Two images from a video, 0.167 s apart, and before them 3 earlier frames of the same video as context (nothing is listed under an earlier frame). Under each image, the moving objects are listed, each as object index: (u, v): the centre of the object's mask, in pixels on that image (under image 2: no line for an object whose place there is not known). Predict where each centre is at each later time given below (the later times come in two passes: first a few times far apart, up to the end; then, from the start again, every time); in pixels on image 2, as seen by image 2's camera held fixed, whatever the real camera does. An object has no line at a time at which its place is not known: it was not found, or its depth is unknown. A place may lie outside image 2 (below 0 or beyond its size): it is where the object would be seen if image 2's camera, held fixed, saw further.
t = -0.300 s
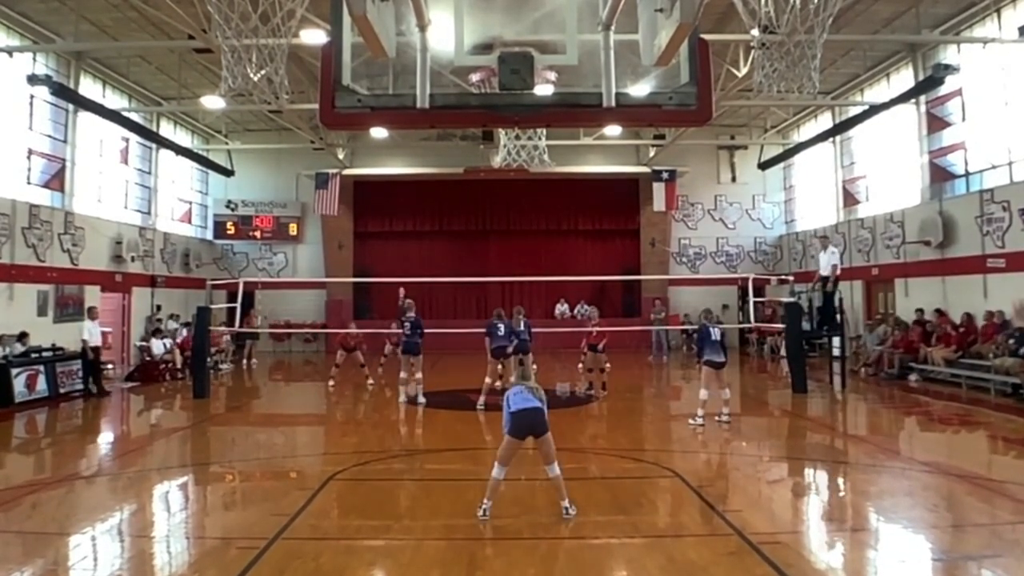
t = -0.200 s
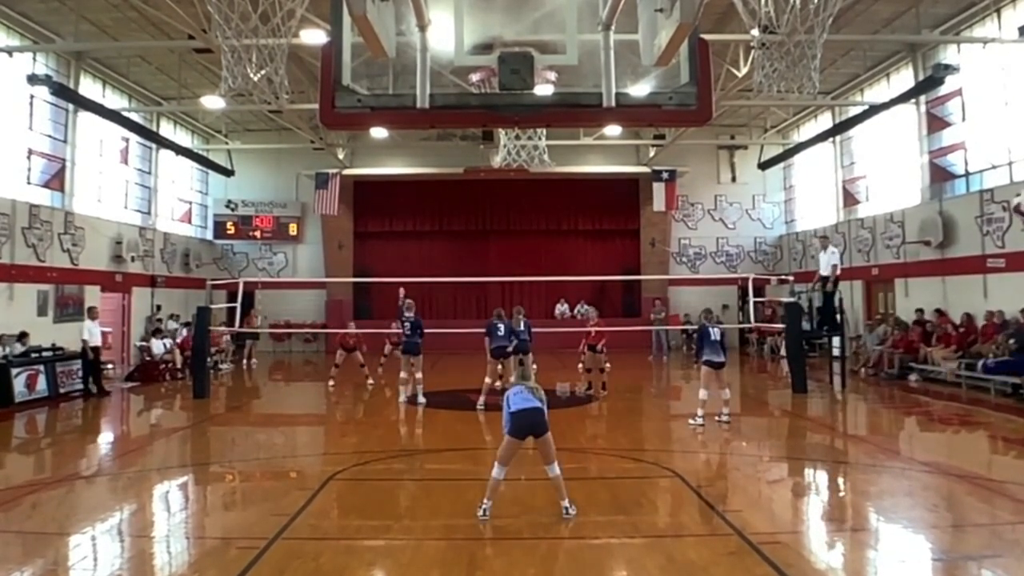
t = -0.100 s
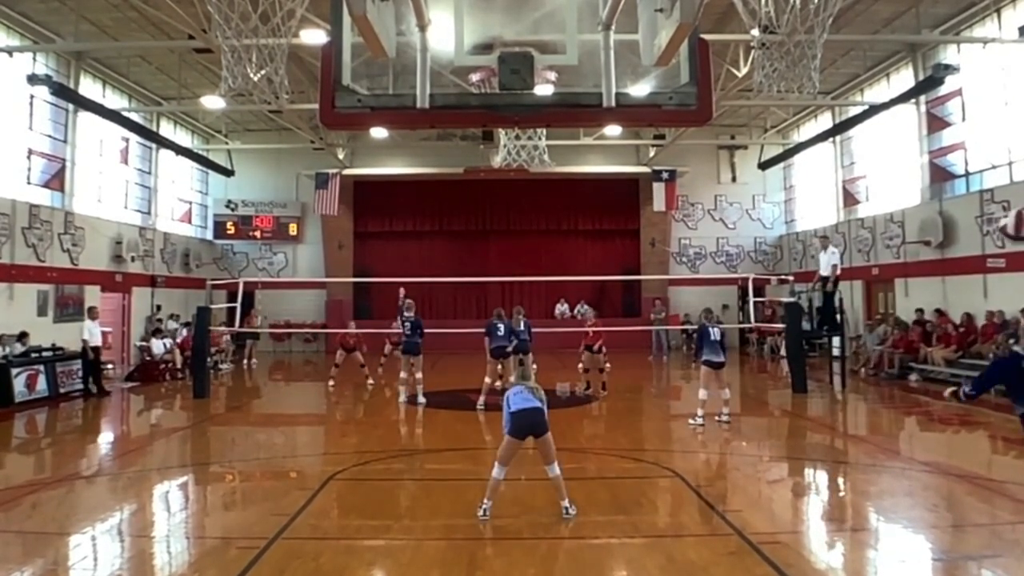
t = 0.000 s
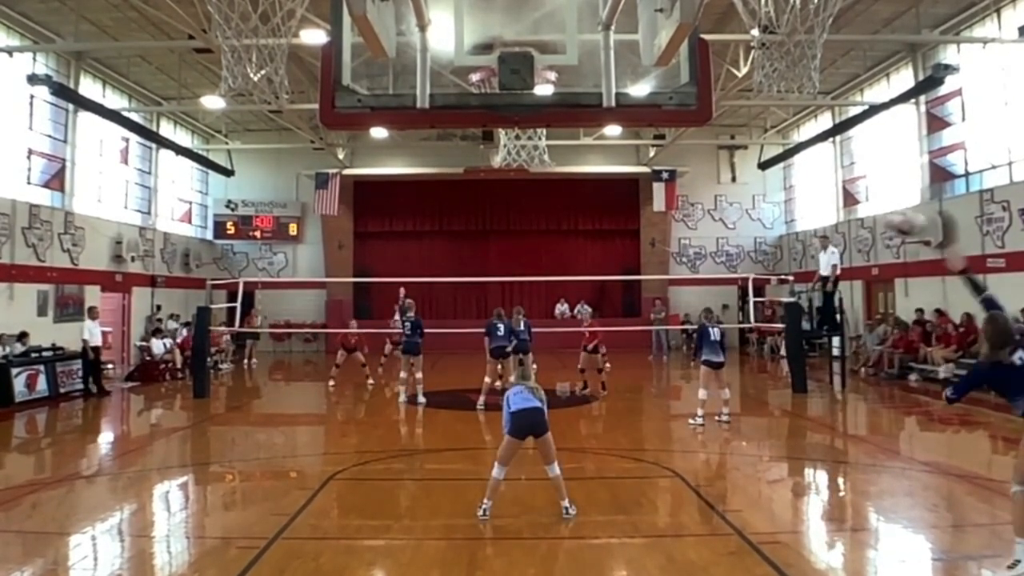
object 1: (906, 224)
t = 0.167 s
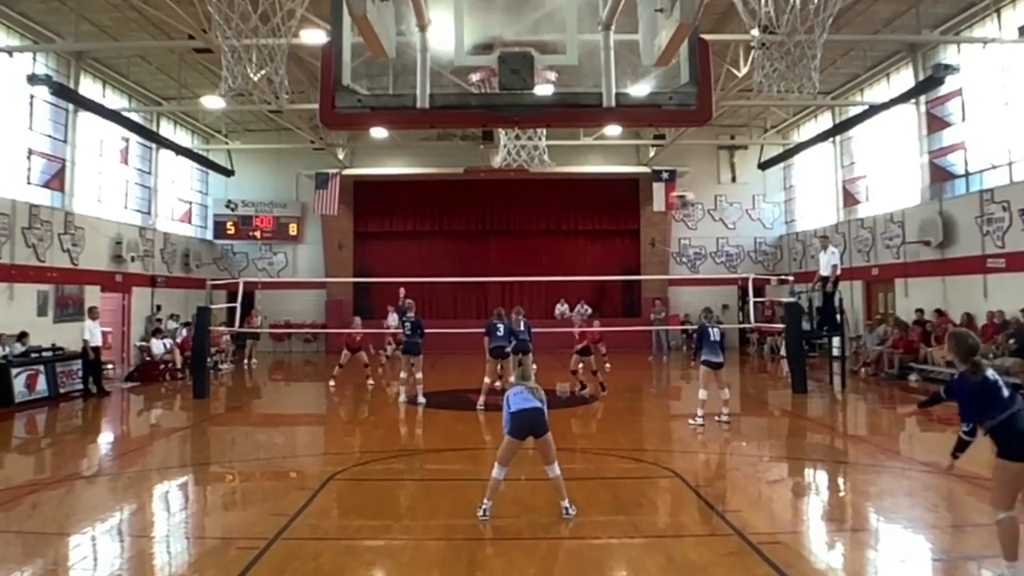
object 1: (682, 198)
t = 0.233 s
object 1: (627, 200)
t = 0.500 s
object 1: (493, 235)
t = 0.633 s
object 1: (454, 260)
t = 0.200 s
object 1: (649, 199)
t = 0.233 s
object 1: (627, 200)
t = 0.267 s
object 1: (604, 203)
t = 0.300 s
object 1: (583, 206)
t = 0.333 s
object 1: (565, 210)
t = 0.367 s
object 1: (547, 214)
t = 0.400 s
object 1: (531, 218)
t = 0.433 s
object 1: (518, 223)
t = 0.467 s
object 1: (505, 229)
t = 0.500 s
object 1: (493, 235)
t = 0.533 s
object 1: (483, 241)
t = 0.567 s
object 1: (472, 248)
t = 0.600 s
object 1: (463, 254)
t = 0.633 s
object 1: (454, 260)
